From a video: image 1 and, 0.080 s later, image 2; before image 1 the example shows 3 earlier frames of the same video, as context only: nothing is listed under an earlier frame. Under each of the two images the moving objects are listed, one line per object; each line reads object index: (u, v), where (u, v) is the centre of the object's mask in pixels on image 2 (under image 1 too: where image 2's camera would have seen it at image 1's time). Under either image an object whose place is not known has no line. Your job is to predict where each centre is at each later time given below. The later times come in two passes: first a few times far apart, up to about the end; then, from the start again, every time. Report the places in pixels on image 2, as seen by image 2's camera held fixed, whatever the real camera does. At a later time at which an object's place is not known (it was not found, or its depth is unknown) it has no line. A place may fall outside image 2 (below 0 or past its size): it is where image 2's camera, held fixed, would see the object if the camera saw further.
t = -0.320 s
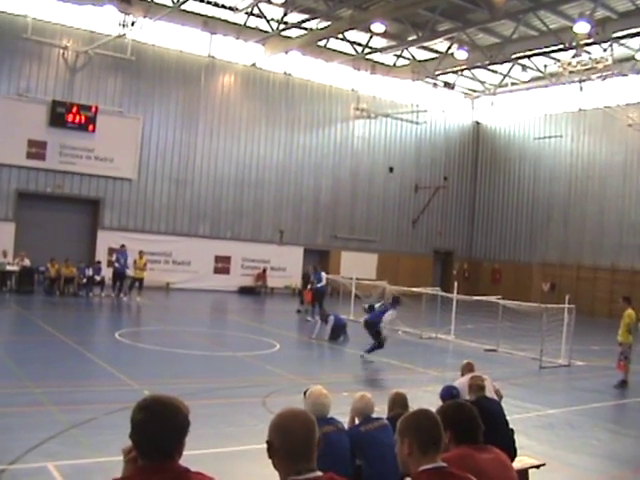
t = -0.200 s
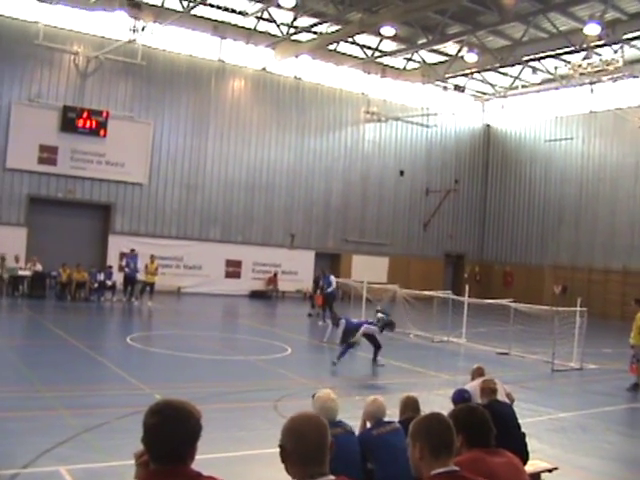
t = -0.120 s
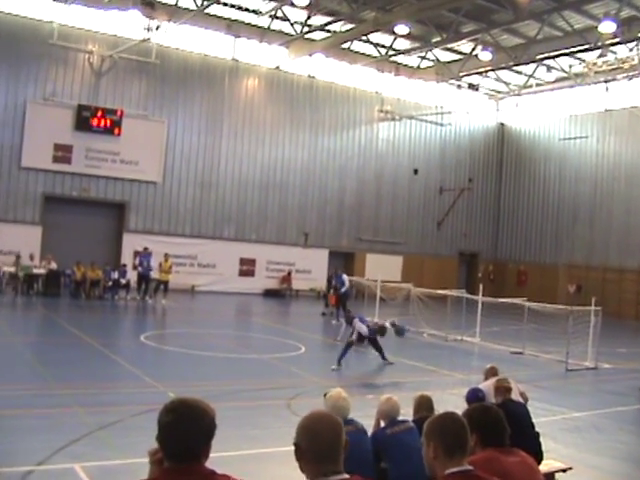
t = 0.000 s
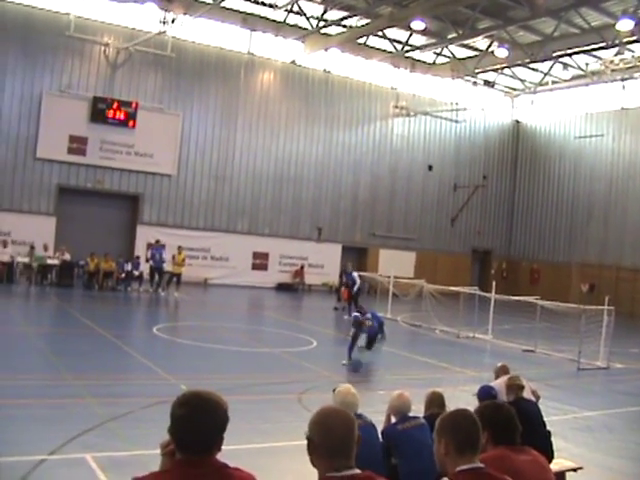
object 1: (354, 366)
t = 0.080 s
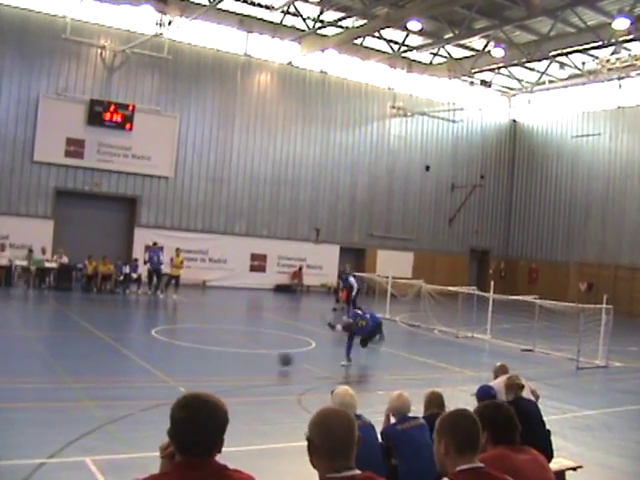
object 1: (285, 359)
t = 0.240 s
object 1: (135, 360)
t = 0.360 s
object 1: (32, 353)
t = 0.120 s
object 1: (250, 358)
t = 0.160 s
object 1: (212, 358)
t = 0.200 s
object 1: (174, 360)
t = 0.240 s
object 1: (135, 360)
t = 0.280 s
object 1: (101, 358)
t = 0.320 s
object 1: (66, 356)
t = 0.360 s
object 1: (32, 353)
